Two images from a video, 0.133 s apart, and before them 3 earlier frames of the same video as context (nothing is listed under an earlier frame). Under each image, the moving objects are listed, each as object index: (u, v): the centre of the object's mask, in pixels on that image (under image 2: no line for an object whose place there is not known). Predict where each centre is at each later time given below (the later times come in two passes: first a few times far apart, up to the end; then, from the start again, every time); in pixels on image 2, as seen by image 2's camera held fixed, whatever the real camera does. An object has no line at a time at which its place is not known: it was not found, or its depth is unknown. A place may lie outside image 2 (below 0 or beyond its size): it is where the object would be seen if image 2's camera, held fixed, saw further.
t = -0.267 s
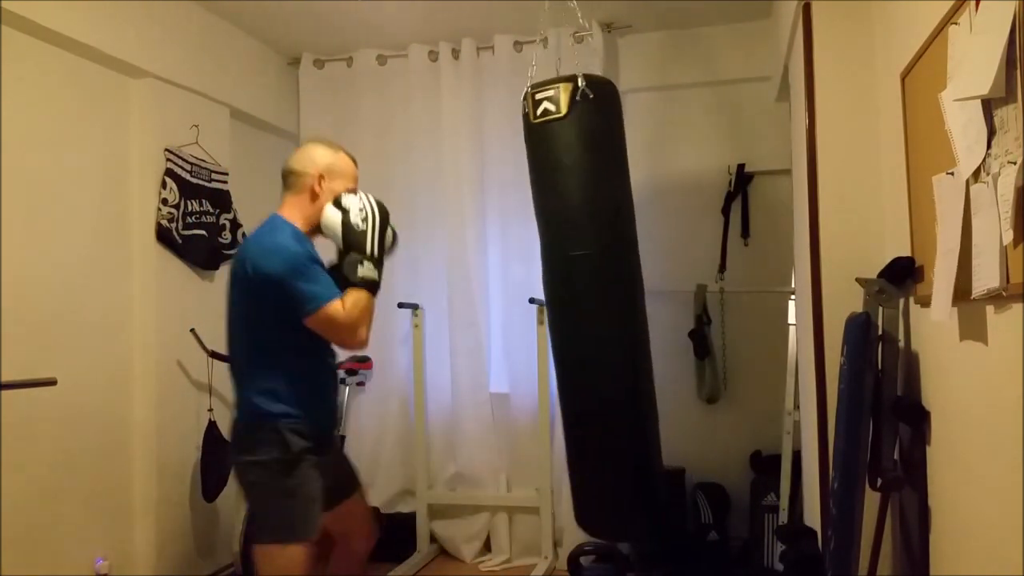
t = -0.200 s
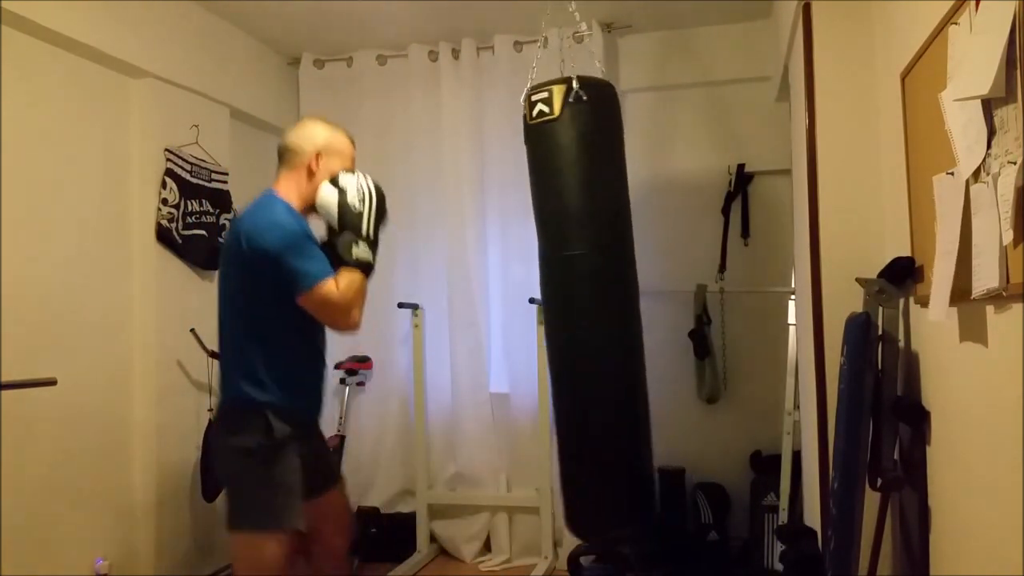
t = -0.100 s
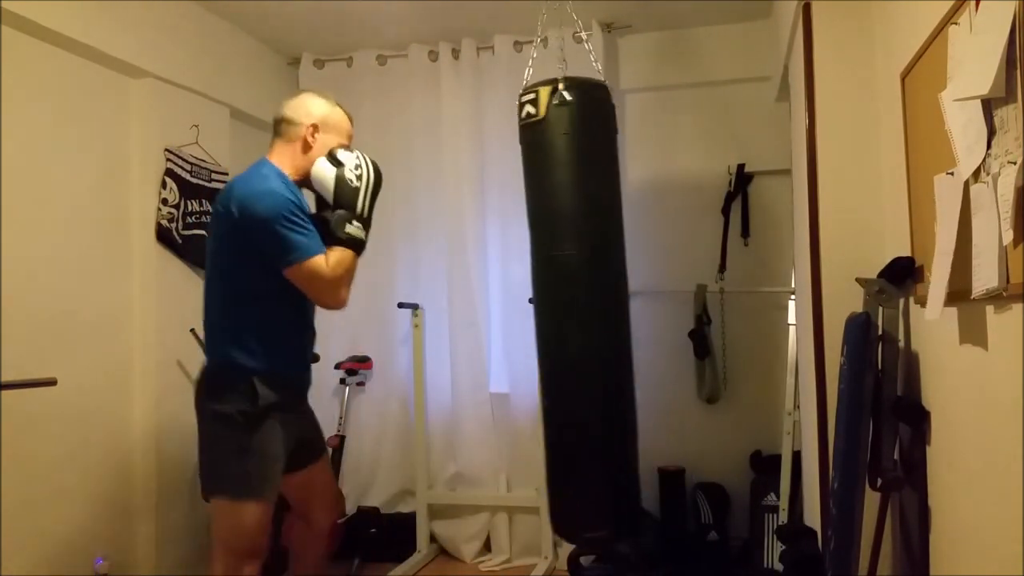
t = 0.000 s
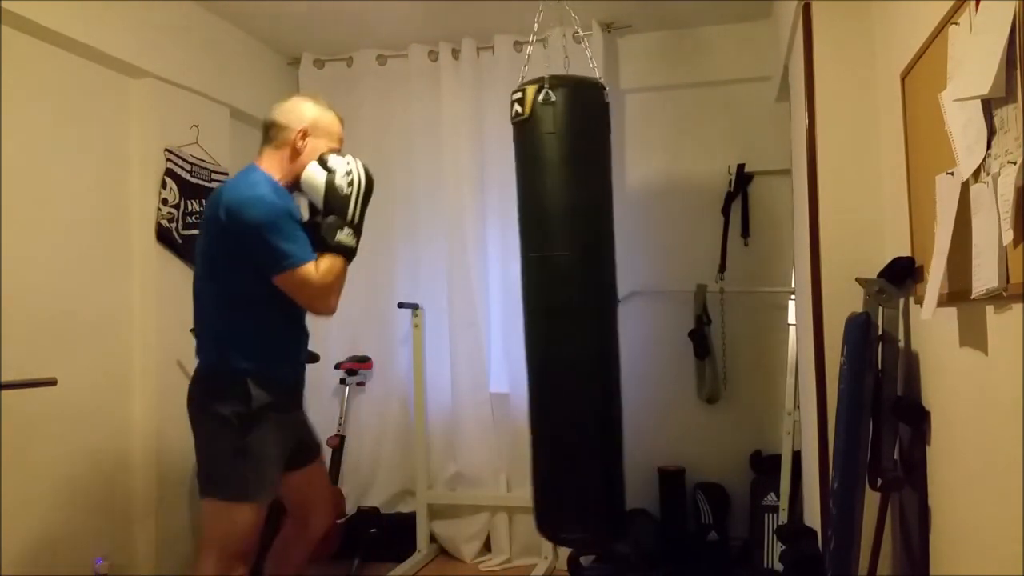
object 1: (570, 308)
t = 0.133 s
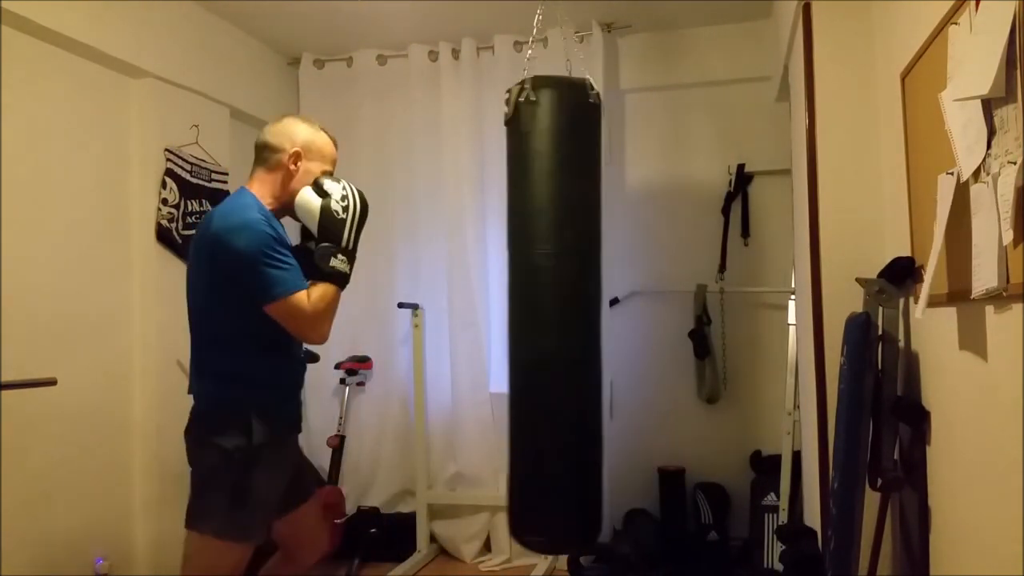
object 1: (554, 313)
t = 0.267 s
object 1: (539, 313)
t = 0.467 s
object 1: (520, 318)
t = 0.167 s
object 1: (550, 313)
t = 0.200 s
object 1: (546, 314)
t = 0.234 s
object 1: (543, 314)
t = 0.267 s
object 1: (539, 313)
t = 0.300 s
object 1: (536, 313)
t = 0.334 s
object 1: (532, 314)
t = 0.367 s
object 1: (529, 315)
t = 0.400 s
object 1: (526, 317)
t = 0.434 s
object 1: (523, 318)
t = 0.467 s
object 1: (520, 318)
